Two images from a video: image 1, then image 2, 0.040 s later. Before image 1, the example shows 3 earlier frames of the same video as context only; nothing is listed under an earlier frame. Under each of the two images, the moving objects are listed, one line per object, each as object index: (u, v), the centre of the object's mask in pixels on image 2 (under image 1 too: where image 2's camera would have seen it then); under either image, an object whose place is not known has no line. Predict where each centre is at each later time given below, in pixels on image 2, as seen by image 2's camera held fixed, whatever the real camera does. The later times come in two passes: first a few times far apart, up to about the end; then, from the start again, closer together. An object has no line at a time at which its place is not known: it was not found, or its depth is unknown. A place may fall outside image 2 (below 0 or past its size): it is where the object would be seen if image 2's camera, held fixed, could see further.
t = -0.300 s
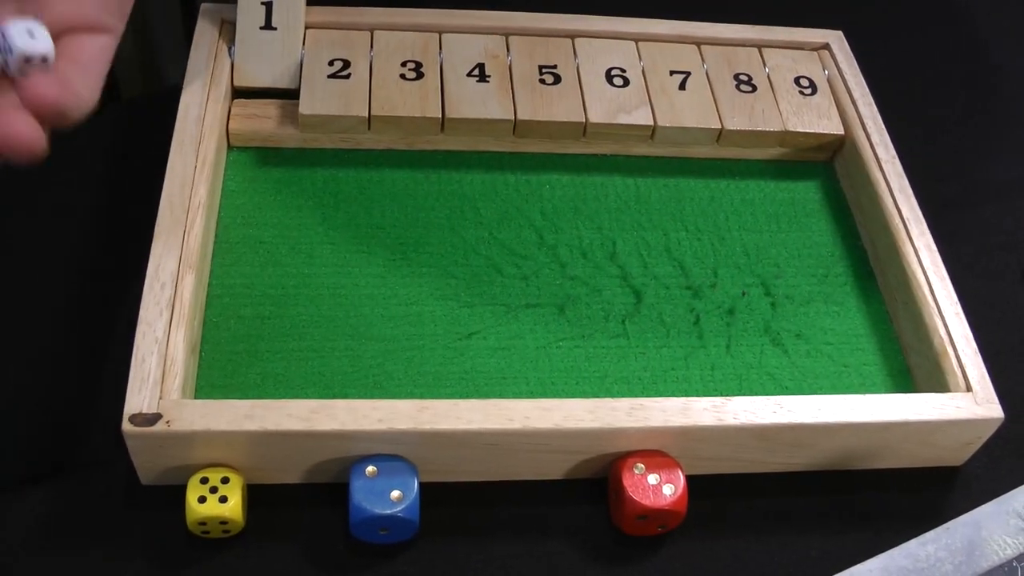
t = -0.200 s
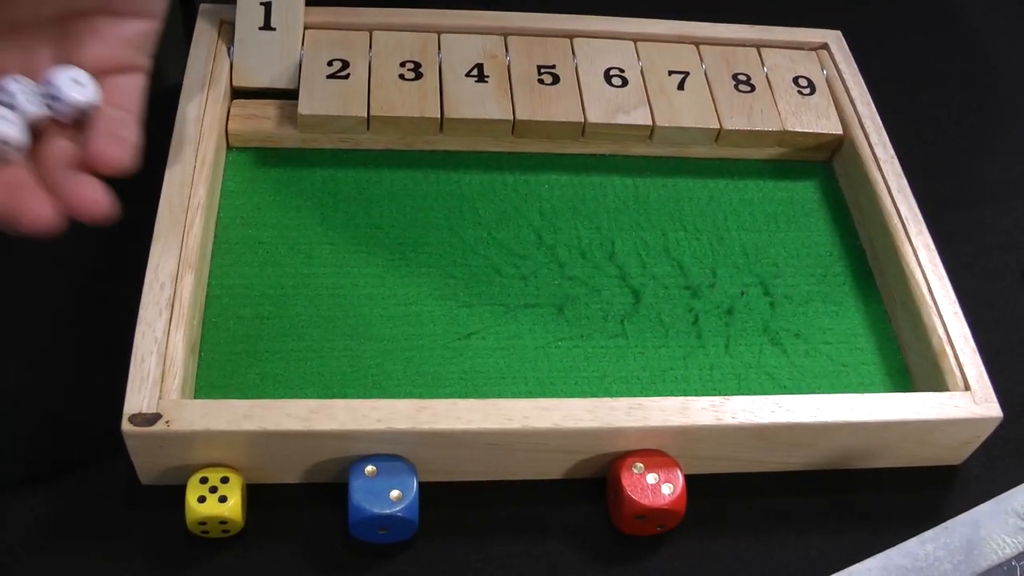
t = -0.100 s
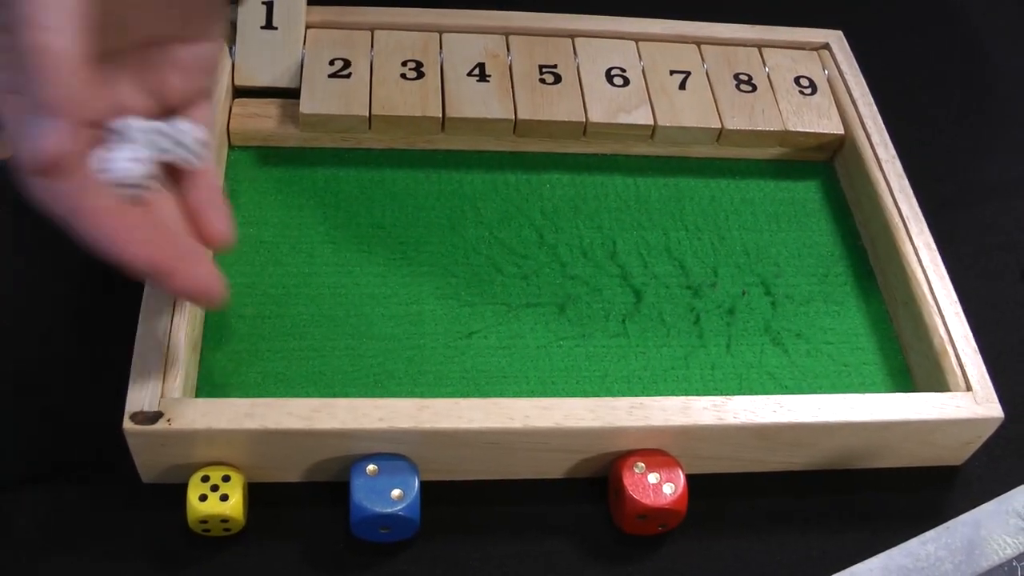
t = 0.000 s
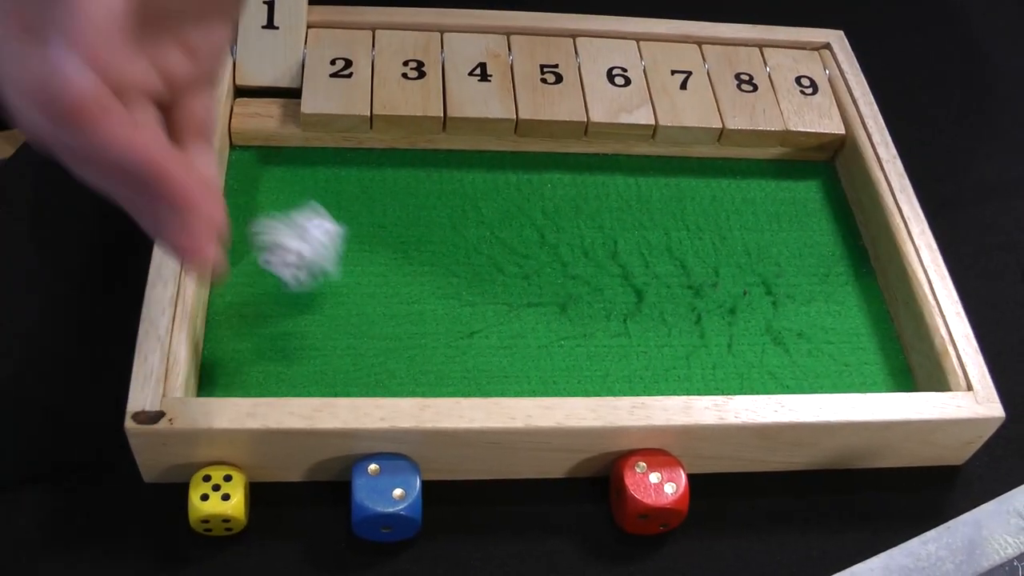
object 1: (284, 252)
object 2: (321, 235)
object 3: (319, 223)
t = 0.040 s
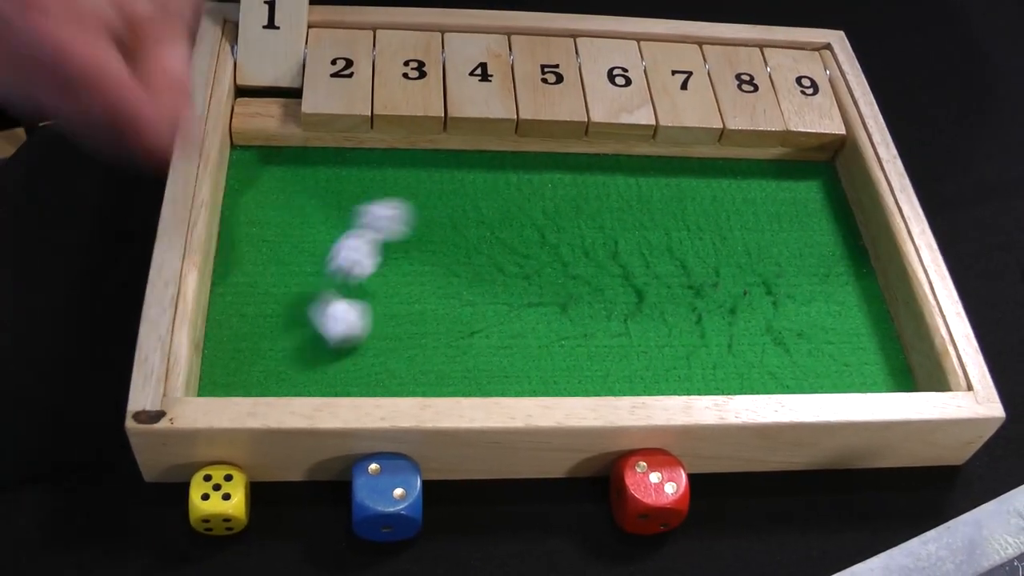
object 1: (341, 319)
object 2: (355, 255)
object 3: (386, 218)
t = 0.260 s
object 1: (443, 293)
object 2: (537, 228)
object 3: (680, 160)
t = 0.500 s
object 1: (438, 297)
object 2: (611, 192)
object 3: (835, 185)
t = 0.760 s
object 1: (438, 297)
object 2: (607, 195)
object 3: (824, 192)
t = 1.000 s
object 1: (440, 297)
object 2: (608, 195)
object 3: (826, 192)
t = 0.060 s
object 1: (361, 308)
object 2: (371, 244)
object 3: (417, 218)
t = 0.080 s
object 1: (381, 297)
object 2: (388, 241)
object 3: (447, 217)
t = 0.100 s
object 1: (400, 294)
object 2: (405, 242)
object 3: (478, 214)
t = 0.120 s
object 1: (414, 301)
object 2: (421, 241)
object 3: (512, 209)
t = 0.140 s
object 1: (424, 294)
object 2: (437, 242)
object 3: (541, 202)
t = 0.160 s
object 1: (432, 297)
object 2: (450, 252)
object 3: (567, 195)
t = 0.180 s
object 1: (438, 297)
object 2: (468, 252)
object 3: (594, 186)
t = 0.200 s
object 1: (439, 298)
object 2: (489, 241)
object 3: (618, 184)
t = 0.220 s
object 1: (442, 297)
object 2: (506, 237)
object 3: (638, 179)
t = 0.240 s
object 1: (443, 294)
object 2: (524, 236)
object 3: (661, 173)
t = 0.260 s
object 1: (443, 293)
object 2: (537, 228)
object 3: (680, 160)
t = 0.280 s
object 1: (441, 294)
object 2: (551, 223)
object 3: (697, 157)
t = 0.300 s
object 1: (438, 297)
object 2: (559, 217)
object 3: (715, 161)
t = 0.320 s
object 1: (437, 299)
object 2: (567, 214)
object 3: (732, 164)
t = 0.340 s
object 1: (438, 298)
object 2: (575, 212)
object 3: (752, 167)
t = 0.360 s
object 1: (439, 296)
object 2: (582, 210)
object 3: (767, 170)
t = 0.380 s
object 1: (438, 296)
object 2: (587, 207)
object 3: (782, 175)
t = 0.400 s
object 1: (438, 298)
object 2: (591, 202)
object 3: (796, 175)
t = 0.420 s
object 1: (438, 298)
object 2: (594, 200)
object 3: (808, 177)
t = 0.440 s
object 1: (438, 297)
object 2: (596, 197)
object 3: (821, 179)
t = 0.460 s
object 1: (438, 297)
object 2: (601, 195)
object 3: (833, 183)
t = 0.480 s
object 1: (438, 297)
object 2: (606, 193)
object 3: (835, 184)
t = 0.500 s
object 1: (438, 297)
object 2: (611, 192)
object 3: (835, 185)
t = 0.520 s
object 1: (438, 297)
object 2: (613, 193)
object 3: (832, 187)
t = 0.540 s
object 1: (438, 297)
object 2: (614, 193)
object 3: (827, 188)
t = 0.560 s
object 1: (438, 297)
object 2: (612, 194)
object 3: (824, 190)
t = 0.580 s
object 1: (438, 297)
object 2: (608, 195)
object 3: (823, 192)
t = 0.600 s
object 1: (438, 297)
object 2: (604, 194)
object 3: (822, 193)
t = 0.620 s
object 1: (438, 297)
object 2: (603, 194)
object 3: (823, 192)
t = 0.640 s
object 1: (438, 297)
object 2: (605, 195)
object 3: (824, 191)
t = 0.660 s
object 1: (438, 297)
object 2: (607, 195)
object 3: (823, 191)
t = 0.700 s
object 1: (438, 297)
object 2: (607, 195)
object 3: (824, 192)
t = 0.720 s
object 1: (438, 297)
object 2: (605, 195)
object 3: (824, 192)
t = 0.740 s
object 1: (438, 297)
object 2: (606, 195)
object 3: (824, 192)
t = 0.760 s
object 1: (438, 297)
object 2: (607, 195)
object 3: (824, 192)
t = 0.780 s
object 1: (438, 297)
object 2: (606, 195)
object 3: (824, 192)
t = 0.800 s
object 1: (438, 297)
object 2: (606, 195)
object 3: (824, 192)
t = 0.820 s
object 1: (439, 297)
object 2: (607, 195)
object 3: (824, 192)
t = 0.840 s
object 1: (439, 297)
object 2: (607, 195)
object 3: (824, 192)
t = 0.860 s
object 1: (439, 297)
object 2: (607, 195)
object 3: (824, 192)
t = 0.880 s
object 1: (439, 297)
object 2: (607, 195)
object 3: (824, 191)
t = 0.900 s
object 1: (439, 297)
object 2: (607, 195)
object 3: (825, 191)
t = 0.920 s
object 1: (439, 297)
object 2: (607, 195)
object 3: (825, 192)
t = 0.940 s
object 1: (440, 297)
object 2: (608, 195)
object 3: (825, 191)
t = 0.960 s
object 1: (440, 297)
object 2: (608, 195)
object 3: (825, 192)
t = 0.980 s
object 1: (440, 297)
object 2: (608, 195)
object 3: (826, 191)
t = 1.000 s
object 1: (440, 297)
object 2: (608, 195)
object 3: (826, 192)
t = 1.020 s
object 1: (441, 297)
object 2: (609, 195)
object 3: (826, 191)
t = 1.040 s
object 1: (441, 297)
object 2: (609, 195)
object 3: (826, 192)
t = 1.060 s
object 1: (441, 297)
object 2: (609, 195)
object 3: (826, 192)
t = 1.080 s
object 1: (441, 297)
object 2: (609, 195)
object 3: (826, 192)
